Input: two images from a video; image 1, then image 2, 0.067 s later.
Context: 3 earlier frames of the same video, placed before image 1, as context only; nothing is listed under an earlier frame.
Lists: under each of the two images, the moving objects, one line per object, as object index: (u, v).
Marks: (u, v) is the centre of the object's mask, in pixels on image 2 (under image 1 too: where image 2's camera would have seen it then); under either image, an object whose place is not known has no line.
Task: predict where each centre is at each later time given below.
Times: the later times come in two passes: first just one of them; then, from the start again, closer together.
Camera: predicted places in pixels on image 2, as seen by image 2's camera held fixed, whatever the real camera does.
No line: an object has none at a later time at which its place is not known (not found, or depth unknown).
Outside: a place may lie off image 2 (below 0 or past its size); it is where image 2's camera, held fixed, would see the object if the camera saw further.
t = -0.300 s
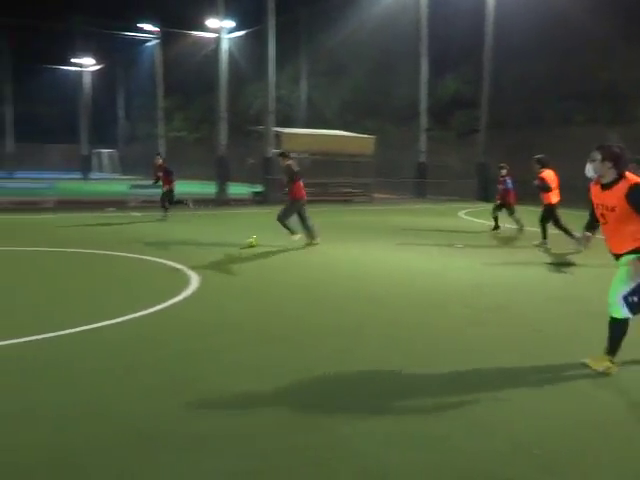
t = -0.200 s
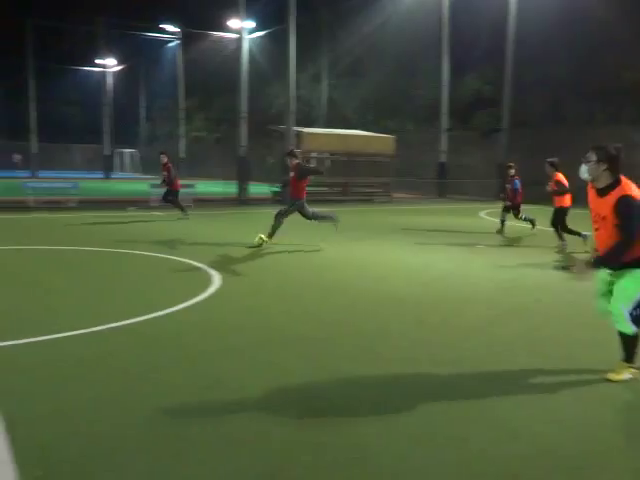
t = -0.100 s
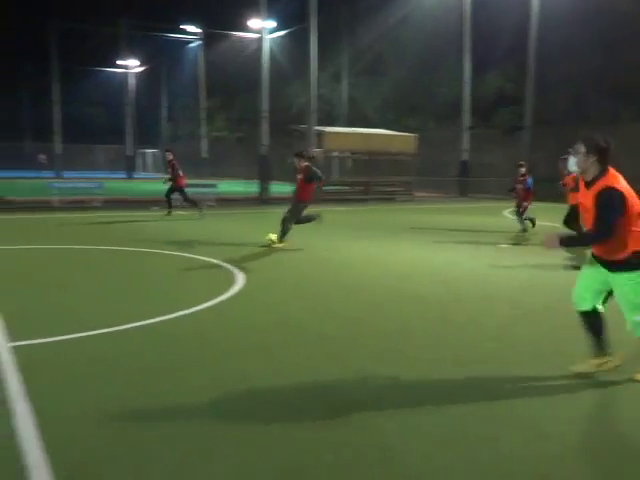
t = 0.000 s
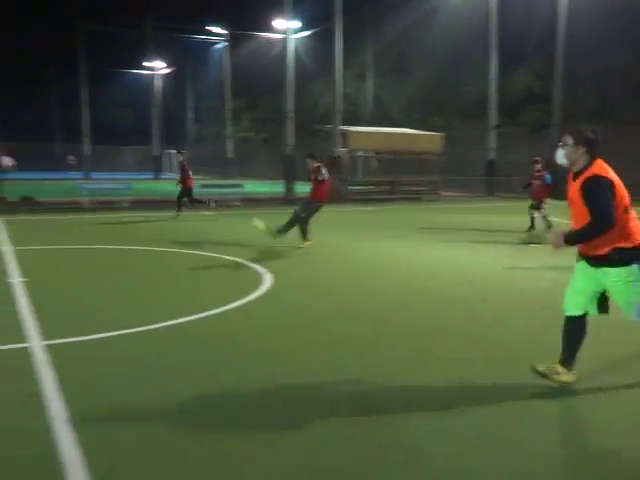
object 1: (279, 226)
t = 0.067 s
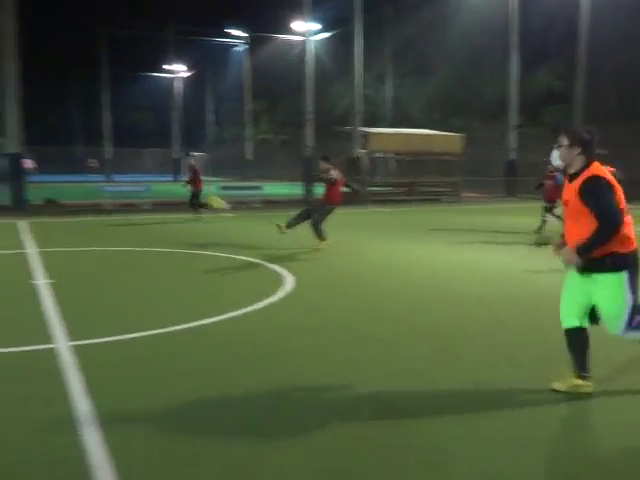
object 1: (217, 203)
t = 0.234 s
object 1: (36, 140)
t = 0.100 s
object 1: (186, 191)
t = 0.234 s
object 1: (36, 140)
